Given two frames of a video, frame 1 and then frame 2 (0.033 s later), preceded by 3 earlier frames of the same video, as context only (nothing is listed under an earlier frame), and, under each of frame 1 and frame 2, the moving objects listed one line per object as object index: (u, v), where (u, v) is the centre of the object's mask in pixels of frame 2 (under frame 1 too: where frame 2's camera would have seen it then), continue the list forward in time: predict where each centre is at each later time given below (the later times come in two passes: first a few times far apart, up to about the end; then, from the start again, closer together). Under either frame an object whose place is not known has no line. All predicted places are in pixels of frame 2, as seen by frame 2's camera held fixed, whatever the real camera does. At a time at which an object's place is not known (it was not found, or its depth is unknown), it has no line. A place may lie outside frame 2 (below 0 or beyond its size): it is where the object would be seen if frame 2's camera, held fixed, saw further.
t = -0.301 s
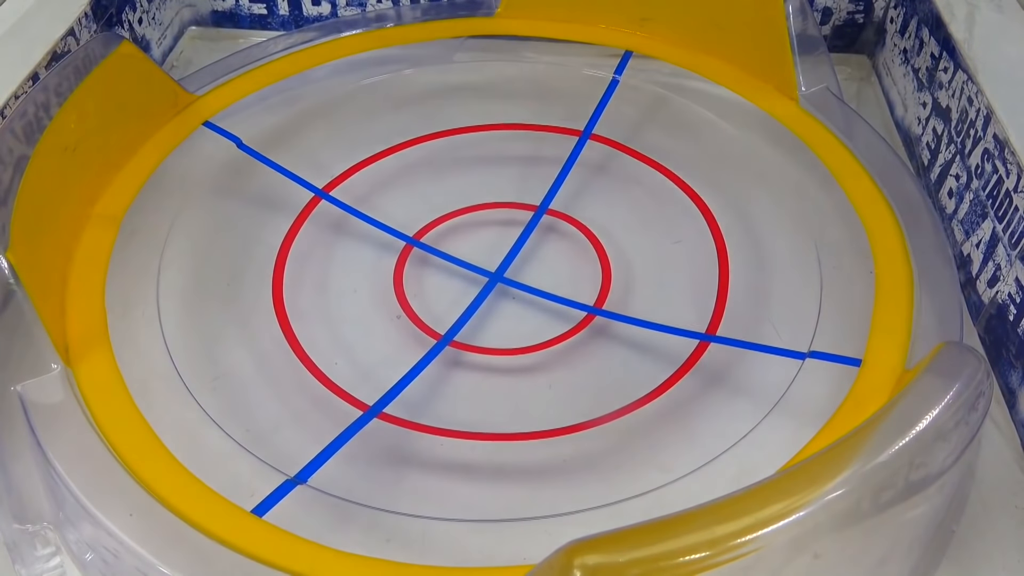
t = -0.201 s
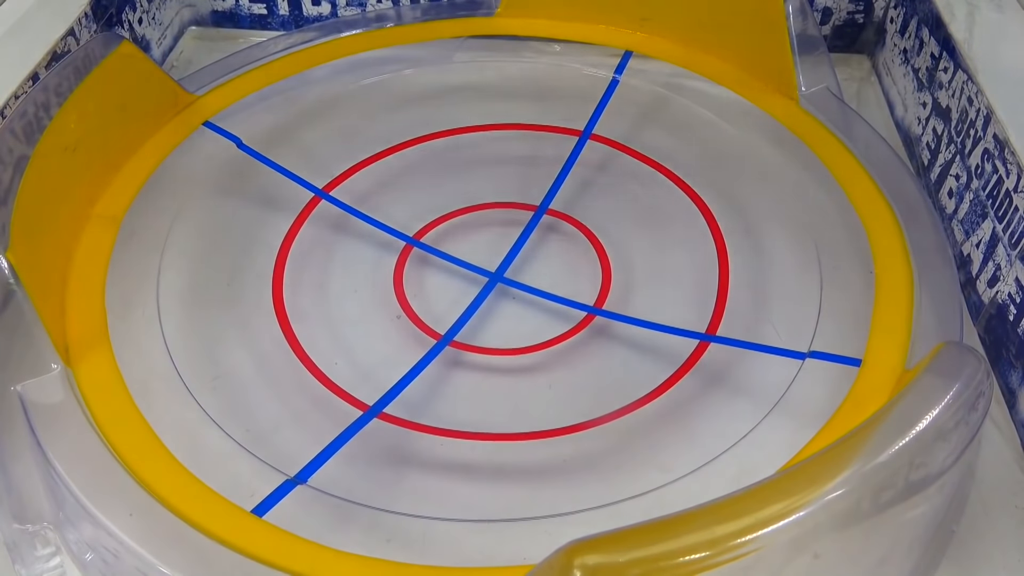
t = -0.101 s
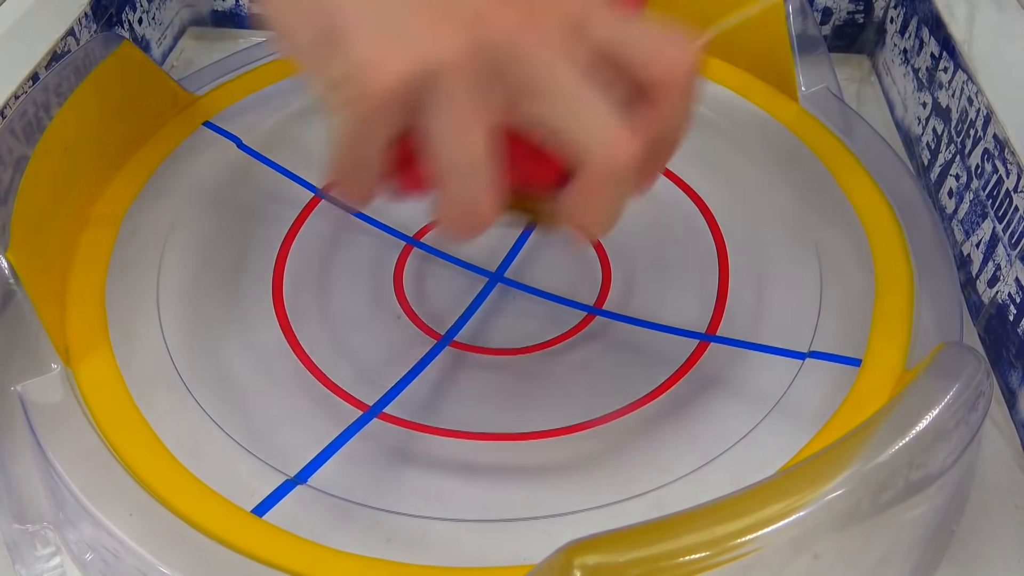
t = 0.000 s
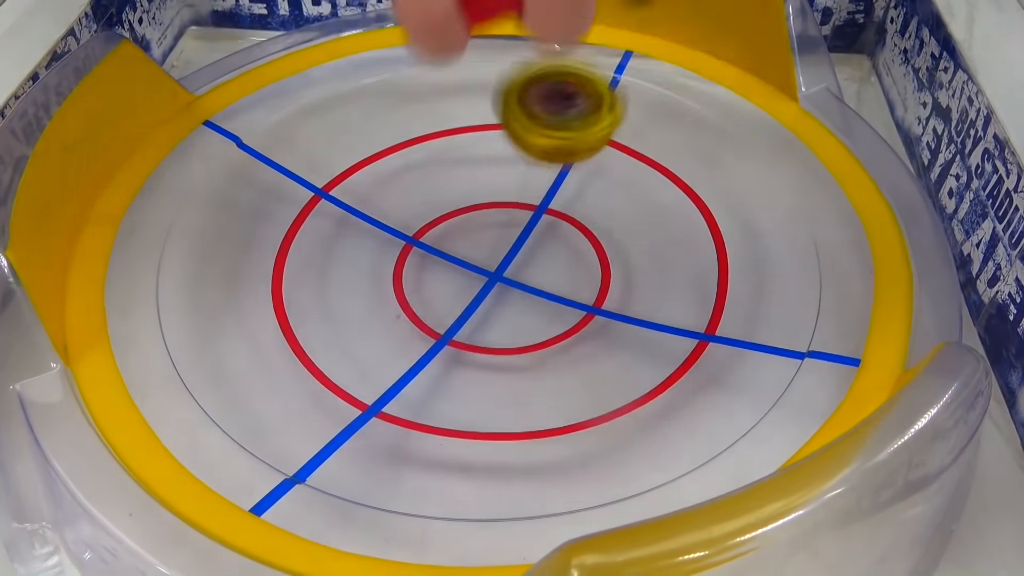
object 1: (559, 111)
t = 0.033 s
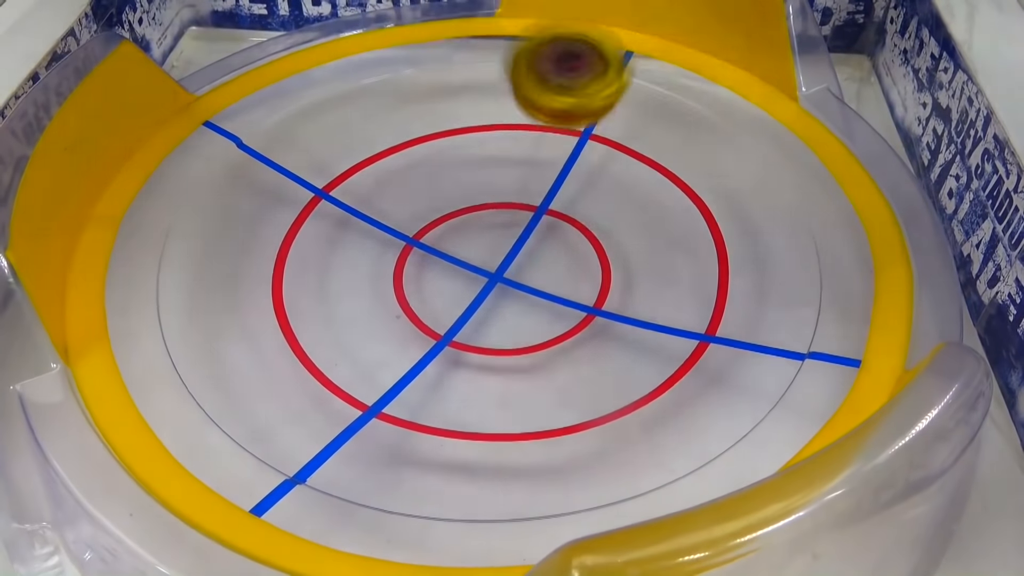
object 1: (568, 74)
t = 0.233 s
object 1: (534, 48)
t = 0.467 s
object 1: (405, 183)
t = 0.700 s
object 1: (521, 368)
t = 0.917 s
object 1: (730, 309)
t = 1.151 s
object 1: (743, 118)
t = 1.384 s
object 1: (484, 61)
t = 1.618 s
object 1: (164, 287)
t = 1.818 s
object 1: (426, 525)
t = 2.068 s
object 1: (537, 337)
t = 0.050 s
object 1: (571, 65)
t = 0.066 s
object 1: (574, 63)
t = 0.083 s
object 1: (576, 65)
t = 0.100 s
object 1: (579, 71)
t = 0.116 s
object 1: (576, 57)
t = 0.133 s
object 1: (574, 43)
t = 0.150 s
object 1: (572, 38)
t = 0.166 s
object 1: (569, 37)
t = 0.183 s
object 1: (561, 36)
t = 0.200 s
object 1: (551, 37)
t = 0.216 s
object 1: (543, 43)
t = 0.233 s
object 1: (534, 48)
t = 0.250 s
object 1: (526, 54)
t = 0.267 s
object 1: (516, 62)
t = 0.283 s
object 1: (506, 68)
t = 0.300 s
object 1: (494, 75)
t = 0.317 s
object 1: (484, 82)
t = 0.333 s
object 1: (473, 90)
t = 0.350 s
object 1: (460, 99)
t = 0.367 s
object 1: (449, 109)
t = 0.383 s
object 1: (439, 119)
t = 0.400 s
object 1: (429, 131)
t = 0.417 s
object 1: (421, 143)
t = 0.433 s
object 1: (414, 156)
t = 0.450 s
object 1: (408, 170)
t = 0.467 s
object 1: (405, 183)
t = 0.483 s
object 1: (402, 198)
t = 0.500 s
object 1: (402, 213)
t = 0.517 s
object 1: (401, 227)
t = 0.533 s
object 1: (403, 244)
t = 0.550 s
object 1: (408, 260)
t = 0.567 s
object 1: (415, 274)
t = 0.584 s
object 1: (422, 287)
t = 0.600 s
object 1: (432, 304)
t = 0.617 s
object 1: (444, 316)
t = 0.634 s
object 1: (456, 330)
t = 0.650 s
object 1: (470, 341)
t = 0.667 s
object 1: (487, 346)
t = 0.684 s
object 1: (503, 357)
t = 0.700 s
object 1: (521, 368)
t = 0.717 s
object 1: (539, 370)
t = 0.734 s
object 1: (557, 377)
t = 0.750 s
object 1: (575, 375)
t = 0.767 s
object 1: (594, 377)
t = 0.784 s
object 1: (612, 376)
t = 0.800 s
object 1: (631, 372)
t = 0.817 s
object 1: (647, 366)
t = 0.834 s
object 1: (662, 360)
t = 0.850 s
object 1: (678, 352)
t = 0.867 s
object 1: (693, 344)
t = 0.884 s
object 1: (708, 332)
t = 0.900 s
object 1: (719, 321)
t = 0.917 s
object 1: (730, 309)
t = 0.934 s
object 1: (740, 298)
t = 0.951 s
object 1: (750, 285)
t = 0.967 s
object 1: (757, 271)
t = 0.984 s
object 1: (763, 257)
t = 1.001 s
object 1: (767, 241)
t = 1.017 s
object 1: (772, 225)
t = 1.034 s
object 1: (773, 212)
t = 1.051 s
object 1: (773, 196)
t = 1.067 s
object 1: (772, 182)
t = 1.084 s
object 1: (772, 167)
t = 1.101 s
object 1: (766, 155)
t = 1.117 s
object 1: (759, 142)
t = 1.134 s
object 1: (751, 130)
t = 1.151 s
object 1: (743, 118)
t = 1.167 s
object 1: (734, 106)
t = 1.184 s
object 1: (720, 96)
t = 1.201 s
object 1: (706, 87)
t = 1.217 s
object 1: (692, 78)
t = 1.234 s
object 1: (676, 71)
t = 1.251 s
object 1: (657, 67)
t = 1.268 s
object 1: (639, 60)
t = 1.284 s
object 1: (618, 59)
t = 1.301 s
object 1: (600, 54)
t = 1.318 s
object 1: (578, 52)
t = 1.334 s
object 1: (556, 54)
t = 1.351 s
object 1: (532, 56)
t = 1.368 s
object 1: (509, 58)
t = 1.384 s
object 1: (484, 61)
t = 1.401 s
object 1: (460, 69)
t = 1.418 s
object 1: (433, 77)
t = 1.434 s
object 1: (409, 85)
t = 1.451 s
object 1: (381, 94)
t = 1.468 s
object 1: (355, 106)
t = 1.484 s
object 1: (327, 119)
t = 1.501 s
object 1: (303, 134)
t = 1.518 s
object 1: (278, 150)
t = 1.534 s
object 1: (254, 169)
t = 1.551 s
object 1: (230, 190)
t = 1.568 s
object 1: (211, 210)
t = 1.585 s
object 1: (193, 232)
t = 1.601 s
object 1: (178, 257)
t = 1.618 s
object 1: (164, 287)
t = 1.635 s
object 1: (154, 315)
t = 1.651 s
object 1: (156, 334)
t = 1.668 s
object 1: (157, 362)
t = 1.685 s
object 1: (162, 401)
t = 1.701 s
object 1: (176, 431)
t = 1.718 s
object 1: (197, 457)
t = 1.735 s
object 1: (218, 490)
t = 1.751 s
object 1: (254, 500)
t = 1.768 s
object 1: (296, 507)
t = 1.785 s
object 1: (344, 514)
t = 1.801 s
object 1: (391, 522)
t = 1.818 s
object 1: (426, 525)
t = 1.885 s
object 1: (401, 535)
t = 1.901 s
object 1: (403, 537)
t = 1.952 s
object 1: (443, 489)
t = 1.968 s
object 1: (458, 469)
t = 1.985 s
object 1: (471, 453)
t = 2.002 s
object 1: (487, 426)
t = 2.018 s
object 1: (501, 400)
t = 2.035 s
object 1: (513, 381)
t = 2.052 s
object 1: (525, 358)
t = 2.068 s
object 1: (537, 337)
